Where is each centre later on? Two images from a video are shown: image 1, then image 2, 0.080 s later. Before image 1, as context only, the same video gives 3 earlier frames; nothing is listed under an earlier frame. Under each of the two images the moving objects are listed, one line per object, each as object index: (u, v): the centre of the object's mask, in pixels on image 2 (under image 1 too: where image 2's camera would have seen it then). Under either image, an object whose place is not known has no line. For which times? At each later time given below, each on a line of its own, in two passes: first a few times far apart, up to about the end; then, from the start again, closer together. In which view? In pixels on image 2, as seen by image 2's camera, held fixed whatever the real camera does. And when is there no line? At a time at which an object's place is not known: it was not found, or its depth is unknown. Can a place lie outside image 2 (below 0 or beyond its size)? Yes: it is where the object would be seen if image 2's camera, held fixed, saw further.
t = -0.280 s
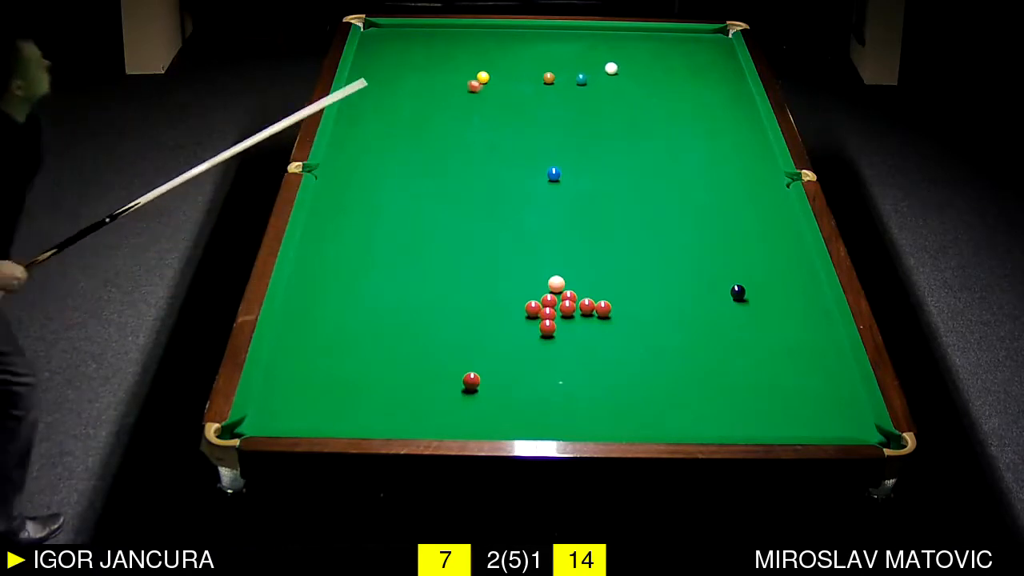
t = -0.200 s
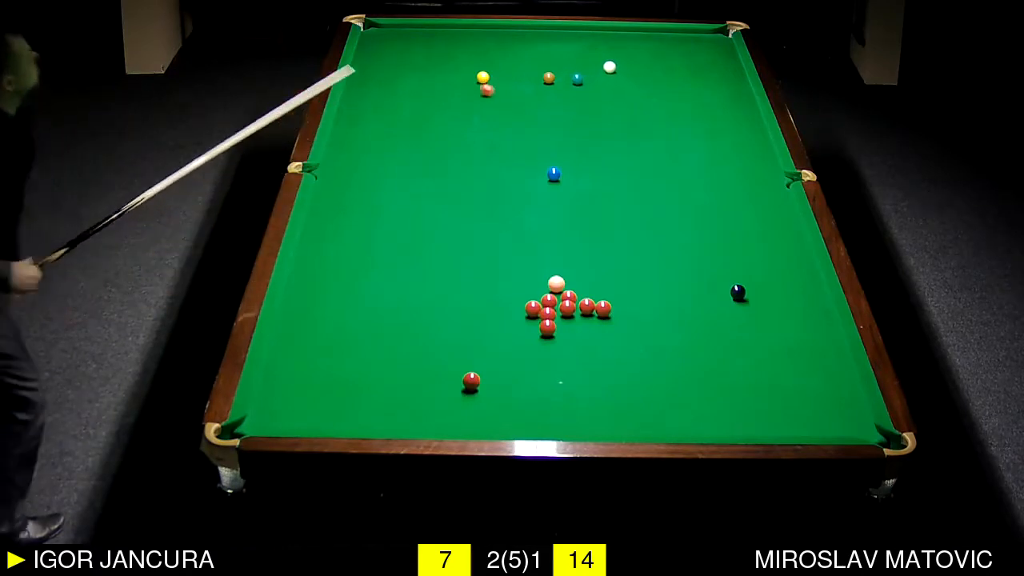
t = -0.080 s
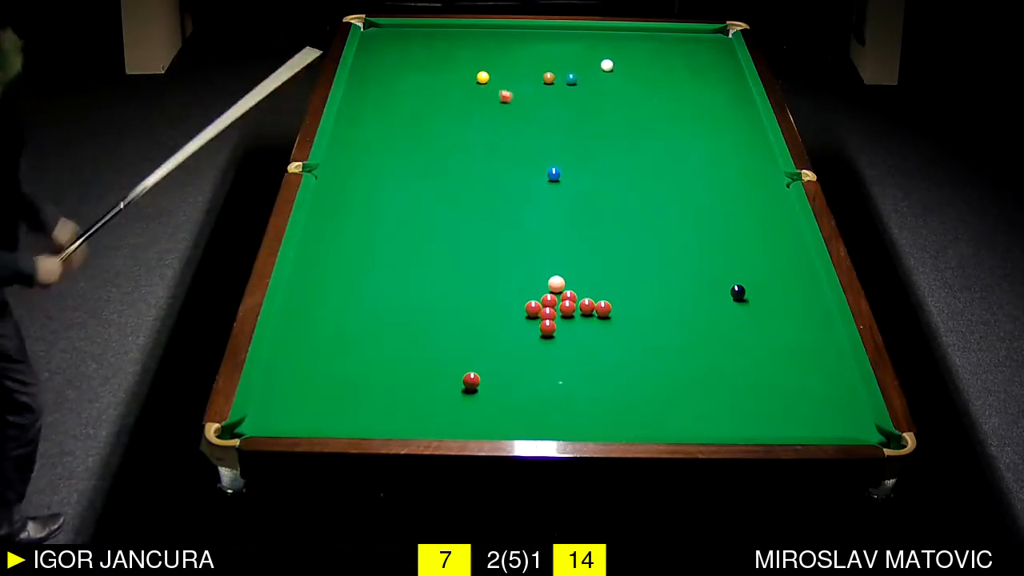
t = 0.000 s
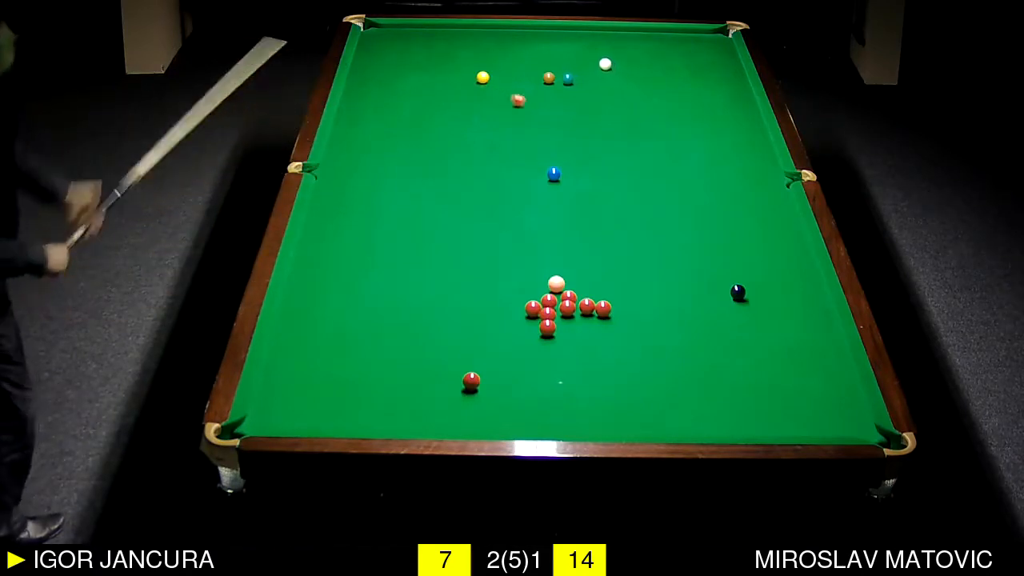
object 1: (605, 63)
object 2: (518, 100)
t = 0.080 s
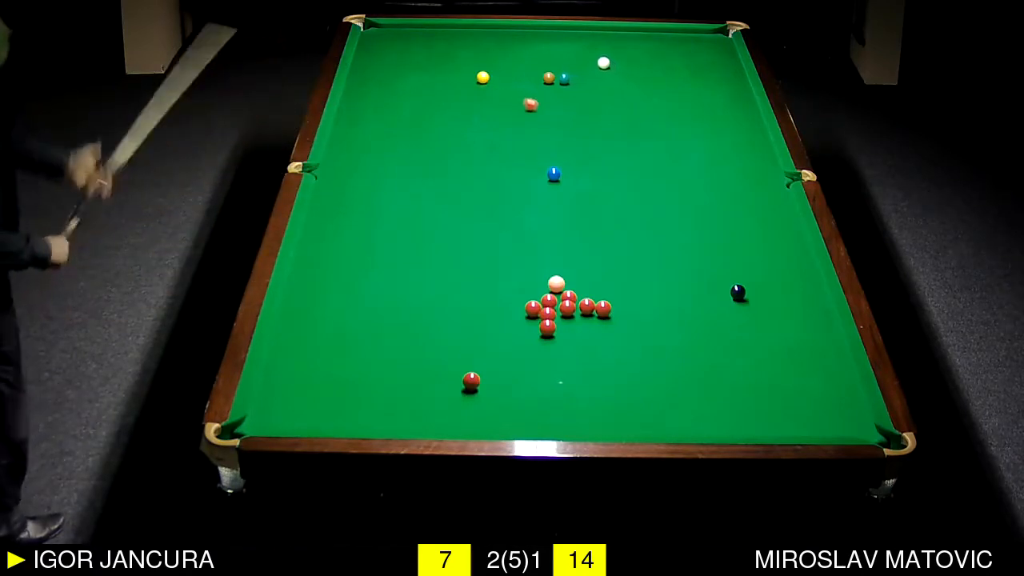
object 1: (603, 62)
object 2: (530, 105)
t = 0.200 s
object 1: (601, 60)
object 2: (549, 111)
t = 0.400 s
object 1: (598, 58)
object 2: (581, 122)
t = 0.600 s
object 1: (594, 56)
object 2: (613, 132)
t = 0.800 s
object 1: (592, 54)
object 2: (645, 143)
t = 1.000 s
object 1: (589, 52)
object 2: (677, 155)
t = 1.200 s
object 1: (587, 51)
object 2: (709, 166)
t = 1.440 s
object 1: (585, 50)
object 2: (748, 179)
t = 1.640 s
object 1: (584, 50)
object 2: (780, 190)
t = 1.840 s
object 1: (583, 49)
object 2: (771, 197)
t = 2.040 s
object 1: (583, 49)
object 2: (758, 204)
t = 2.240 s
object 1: (583, 49)
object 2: (745, 210)
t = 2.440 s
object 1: (583, 49)
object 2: (732, 216)
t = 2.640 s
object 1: (583, 49)
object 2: (721, 222)
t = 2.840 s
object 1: (583, 49)
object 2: (710, 228)
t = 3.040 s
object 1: (583, 49)
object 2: (699, 233)
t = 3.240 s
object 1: (583, 49)
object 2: (689, 238)
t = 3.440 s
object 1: (583, 49)
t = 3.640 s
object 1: (583, 49)
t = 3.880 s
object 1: (583, 49)
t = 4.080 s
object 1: (583, 49)
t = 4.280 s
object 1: (583, 49)
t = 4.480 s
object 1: (583, 49)
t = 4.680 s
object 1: (583, 49)
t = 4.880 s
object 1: (583, 49)
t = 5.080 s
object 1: (583, 49)
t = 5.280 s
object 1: (583, 49)
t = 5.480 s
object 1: (583, 49)
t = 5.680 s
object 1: (583, 49)
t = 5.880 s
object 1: (583, 49)
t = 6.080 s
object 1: (583, 49)
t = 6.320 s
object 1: (583, 49)
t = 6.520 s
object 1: (583, 49)
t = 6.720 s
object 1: (583, 49)
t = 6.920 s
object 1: (583, 49)
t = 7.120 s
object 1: (583, 49)
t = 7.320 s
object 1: (583, 49)
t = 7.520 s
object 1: (583, 49)
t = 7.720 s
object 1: (583, 49)
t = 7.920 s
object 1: (583, 49)
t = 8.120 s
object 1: (583, 49)
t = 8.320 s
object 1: (583, 49)
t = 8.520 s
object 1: (583, 49)
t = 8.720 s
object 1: (583, 49)
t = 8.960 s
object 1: (583, 49)
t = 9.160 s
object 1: (583, 49)
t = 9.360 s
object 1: (583, 49)
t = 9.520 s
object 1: (583, 49)
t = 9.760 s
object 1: (583, 49)
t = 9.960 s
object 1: (583, 49)
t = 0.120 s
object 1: (603, 61)
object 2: (536, 107)
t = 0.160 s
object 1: (602, 61)
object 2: (543, 109)
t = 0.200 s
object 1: (601, 60)
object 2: (549, 111)
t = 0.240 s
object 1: (600, 60)
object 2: (555, 113)
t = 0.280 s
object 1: (600, 59)
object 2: (562, 115)
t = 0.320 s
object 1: (599, 59)
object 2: (568, 117)
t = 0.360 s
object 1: (598, 59)
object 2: (575, 120)
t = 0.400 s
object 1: (598, 58)
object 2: (581, 122)
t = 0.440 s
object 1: (597, 58)
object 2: (587, 124)
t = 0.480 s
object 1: (596, 57)
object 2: (594, 126)
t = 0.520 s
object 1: (596, 57)
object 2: (600, 128)
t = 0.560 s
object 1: (595, 56)
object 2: (606, 130)
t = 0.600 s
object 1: (594, 56)
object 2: (613, 132)
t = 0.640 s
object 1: (594, 56)
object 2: (619, 135)
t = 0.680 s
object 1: (593, 55)
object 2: (626, 137)
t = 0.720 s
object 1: (593, 55)
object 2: (632, 139)
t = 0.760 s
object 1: (592, 54)
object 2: (638, 141)
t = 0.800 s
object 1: (592, 54)
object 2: (645, 143)
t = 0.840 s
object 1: (591, 54)
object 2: (651, 146)
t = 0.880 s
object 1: (591, 53)
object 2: (658, 148)
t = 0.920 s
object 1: (590, 53)
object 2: (664, 150)
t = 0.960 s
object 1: (590, 53)
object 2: (671, 152)
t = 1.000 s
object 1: (589, 52)
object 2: (677, 155)
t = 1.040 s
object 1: (589, 52)
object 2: (683, 157)
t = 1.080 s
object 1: (588, 52)
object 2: (690, 159)
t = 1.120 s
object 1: (588, 52)
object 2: (696, 161)
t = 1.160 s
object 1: (587, 52)
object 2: (703, 164)
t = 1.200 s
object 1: (587, 51)
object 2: (709, 166)
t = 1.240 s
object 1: (587, 51)
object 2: (716, 168)
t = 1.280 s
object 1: (586, 51)
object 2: (722, 170)
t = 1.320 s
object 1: (586, 51)
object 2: (728, 172)
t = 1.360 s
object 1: (586, 50)
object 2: (735, 175)
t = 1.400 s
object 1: (585, 50)
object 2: (741, 177)
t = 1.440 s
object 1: (585, 50)
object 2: (748, 179)
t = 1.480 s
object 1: (585, 50)
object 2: (754, 181)
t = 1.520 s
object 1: (585, 50)
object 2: (761, 184)
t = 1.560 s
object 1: (584, 50)
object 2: (767, 186)
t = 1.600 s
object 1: (584, 50)
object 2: (773, 188)
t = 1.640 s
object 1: (584, 50)
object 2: (780, 190)
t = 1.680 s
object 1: (584, 50)
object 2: (782, 192)
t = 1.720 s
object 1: (584, 49)
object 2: (779, 194)
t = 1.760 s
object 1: (583, 49)
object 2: (776, 195)
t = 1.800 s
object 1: (583, 49)
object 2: (773, 196)
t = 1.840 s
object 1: (583, 49)
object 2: (771, 197)
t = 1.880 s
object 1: (583, 49)
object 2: (768, 199)
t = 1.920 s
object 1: (583, 49)
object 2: (765, 200)
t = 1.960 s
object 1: (583, 49)
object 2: (763, 201)
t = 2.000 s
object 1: (583, 49)
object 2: (760, 203)
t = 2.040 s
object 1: (583, 49)
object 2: (758, 204)
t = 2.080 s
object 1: (583, 49)
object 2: (755, 205)
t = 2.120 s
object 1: (583, 49)
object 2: (752, 207)
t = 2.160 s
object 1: (583, 49)
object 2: (750, 208)
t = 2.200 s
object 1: (583, 49)
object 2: (747, 209)
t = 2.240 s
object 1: (583, 49)
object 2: (745, 210)
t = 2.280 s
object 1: (583, 49)
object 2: (742, 211)
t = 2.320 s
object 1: (583, 49)
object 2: (740, 213)
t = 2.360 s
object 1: (583, 49)
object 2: (737, 214)
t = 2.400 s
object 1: (583, 49)
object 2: (735, 215)
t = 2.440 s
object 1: (583, 49)
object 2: (732, 216)
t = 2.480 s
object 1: (583, 49)
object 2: (730, 218)
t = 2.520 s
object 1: (583, 49)
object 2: (728, 219)
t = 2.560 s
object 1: (583, 49)
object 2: (725, 220)
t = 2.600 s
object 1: (583, 49)
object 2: (723, 221)
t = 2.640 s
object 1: (583, 49)
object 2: (721, 222)
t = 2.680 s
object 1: (583, 49)
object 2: (718, 223)
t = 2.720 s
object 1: (583, 49)
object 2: (716, 225)
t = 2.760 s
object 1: (583, 49)
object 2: (714, 226)
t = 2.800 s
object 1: (583, 49)
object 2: (712, 227)
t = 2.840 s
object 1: (583, 49)
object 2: (710, 228)
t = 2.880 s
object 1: (583, 49)
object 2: (707, 229)
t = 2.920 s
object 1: (583, 49)
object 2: (705, 230)
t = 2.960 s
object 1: (583, 49)
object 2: (703, 231)
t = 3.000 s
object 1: (583, 49)
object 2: (701, 232)
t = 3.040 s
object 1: (583, 49)
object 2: (699, 233)
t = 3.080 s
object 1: (583, 49)
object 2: (697, 234)
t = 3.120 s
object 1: (583, 49)
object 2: (695, 235)
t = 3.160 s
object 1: (583, 49)
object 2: (693, 236)
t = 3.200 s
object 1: (583, 49)
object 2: (691, 237)
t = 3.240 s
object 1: (583, 49)
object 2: (689, 238)
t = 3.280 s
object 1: (583, 49)
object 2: (687, 239)
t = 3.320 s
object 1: (583, 49)
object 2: (686, 241)
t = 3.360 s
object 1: (583, 49)
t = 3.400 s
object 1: (583, 49)
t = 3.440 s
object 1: (583, 49)
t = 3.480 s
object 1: (583, 49)
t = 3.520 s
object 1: (583, 49)
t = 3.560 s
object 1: (583, 49)
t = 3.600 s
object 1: (583, 49)
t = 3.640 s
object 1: (583, 49)
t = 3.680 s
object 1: (583, 49)
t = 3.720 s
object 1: (583, 49)
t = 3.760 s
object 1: (583, 49)
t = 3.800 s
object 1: (583, 49)
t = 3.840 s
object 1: (583, 49)
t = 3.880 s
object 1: (583, 49)
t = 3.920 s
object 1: (583, 49)
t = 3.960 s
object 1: (583, 49)
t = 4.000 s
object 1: (583, 49)
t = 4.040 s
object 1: (583, 49)
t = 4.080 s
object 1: (583, 49)
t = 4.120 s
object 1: (583, 49)
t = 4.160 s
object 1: (583, 49)
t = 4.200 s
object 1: (583, 49)
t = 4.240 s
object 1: (583, 49)
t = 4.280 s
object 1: (583, 49)
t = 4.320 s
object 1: (583, 49)
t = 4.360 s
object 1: (583, 49)
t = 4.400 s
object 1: (583, 49)
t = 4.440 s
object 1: (583, 49)
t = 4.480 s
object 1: (583, 49)
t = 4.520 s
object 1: (583, 49)
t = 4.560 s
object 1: (583, 49)
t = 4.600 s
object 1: (583, 49)
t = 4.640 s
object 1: (583, 49)
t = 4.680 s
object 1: (583, 49)
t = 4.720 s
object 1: (583, 49)
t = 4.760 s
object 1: (583, 49)
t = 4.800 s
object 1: (583, 49)
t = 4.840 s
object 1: (583, 49)
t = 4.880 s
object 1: (583, 49)
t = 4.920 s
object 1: (583, 49)
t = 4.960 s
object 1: (583, 49)
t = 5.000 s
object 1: (583, 49)
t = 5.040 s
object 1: (583, 49)
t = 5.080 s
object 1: (583, 49)
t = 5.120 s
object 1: (583, 49)
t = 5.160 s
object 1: (583, 49)
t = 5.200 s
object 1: (583, 49)
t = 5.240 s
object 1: (583, 49)
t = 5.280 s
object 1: (583, 49)
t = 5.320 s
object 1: (583, 49)
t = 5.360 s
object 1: (583, 49)
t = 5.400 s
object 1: (583, 49)
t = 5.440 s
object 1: (583, 49)
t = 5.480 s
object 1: (583, 49)
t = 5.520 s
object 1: (583, 49)
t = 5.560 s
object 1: (583, 49)
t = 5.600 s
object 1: (583, 49)
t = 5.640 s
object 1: (583, 49)
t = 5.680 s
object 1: (583, 49)
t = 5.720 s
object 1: (583, 49)
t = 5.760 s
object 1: (583, 49)
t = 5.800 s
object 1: (583, 49)
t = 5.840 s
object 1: (583, 49)
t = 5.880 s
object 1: (583, 49)
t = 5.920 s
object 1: (583, 49)
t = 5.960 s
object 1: (583, 49)
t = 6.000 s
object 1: (583, 49)
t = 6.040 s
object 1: (583, 49)
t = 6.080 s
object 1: (583, 49)
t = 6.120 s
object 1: (583, 49)
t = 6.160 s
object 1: (583, 49)
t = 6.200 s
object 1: (583, 49)
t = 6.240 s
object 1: (583, 49)
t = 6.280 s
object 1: (583, 49)
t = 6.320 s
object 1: (583, 49)
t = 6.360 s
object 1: (583, 49)
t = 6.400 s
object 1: (583, 49)
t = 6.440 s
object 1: (583, 49)
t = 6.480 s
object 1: (583, 49)
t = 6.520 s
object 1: (583, 49)
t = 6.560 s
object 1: (583, 49)
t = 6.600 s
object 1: (583, 49)
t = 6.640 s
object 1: (583, 49)
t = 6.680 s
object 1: (583, 49)
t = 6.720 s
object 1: (583, 49)
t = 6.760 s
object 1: (583, 49)
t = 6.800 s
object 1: (583, 49)
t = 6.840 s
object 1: (583, 49)
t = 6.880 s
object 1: (583, 49)
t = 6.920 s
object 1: (583, 49)
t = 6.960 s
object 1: (583, 49)
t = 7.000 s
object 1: (583, 49)
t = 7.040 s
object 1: (583, 49)
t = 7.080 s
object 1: (583, 49)
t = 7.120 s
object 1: (583, 49)
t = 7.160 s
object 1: (583, 49)
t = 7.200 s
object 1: (583, 49)
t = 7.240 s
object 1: (583, 49)
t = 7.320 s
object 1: (583, 49)
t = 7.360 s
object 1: (583, 49)
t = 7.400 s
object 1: (583, 49)
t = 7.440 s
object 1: (583, 49)
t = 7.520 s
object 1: (583, 49)
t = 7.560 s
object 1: (583, 49)
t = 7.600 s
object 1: (583, 49)
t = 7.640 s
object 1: (583, 49)
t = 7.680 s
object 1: (583, 49)
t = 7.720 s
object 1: (583, 49)
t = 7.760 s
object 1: (583, 49)
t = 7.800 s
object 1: (583, 49)
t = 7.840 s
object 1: (583, 49)
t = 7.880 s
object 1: (583, 49)
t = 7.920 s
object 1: (583, 49)
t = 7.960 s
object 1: (583, 49)
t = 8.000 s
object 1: (583, 49)
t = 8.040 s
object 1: (583, 49)
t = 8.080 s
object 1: (583, 49)
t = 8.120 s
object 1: (583, 49)
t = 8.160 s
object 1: (583, 49)
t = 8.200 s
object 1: (583, 49)
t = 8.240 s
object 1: (583, 49)
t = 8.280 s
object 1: (583, 49)
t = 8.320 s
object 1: (583, 49)
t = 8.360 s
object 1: (583, 49)
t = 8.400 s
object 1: (583, 49)
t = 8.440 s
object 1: (583, 49)
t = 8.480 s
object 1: (583, 49)
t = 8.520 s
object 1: (583, 49)
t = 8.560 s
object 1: (583, 49)
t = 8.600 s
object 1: (583, 49)
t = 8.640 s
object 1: (583, 49)
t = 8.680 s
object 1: (583, 49)
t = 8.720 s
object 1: (583, 49)
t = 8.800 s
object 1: (583, 49)
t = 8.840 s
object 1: (583, 49)
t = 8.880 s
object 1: (583, 49)
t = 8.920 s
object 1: (583, 49)
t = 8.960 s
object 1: (583, 49)
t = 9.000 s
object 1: (583, 49)
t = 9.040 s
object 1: (583, 49)
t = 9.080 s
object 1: (583, 49)
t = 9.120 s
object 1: (583, 49)
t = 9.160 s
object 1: (583, 49)
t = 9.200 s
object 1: (583, 49)
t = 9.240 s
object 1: (583, 49)
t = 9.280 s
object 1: (583, 49)
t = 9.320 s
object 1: (583, 49)
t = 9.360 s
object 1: (583, 49)
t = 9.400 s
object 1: (583, 49)
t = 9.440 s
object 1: (583, 49)
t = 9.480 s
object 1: (583, 49)
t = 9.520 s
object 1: (583, 49)
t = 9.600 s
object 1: (583, 49)
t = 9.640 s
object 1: (583, 49)
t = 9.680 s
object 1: (583, 49)
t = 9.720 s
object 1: (583, 49)
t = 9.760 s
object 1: (583, 49)
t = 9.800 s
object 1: (583, 49)
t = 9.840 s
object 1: (583, 49)
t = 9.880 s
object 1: (583, 49)
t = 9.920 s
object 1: (583, 49)
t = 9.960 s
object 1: (583, 49)
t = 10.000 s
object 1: (583, 49)
